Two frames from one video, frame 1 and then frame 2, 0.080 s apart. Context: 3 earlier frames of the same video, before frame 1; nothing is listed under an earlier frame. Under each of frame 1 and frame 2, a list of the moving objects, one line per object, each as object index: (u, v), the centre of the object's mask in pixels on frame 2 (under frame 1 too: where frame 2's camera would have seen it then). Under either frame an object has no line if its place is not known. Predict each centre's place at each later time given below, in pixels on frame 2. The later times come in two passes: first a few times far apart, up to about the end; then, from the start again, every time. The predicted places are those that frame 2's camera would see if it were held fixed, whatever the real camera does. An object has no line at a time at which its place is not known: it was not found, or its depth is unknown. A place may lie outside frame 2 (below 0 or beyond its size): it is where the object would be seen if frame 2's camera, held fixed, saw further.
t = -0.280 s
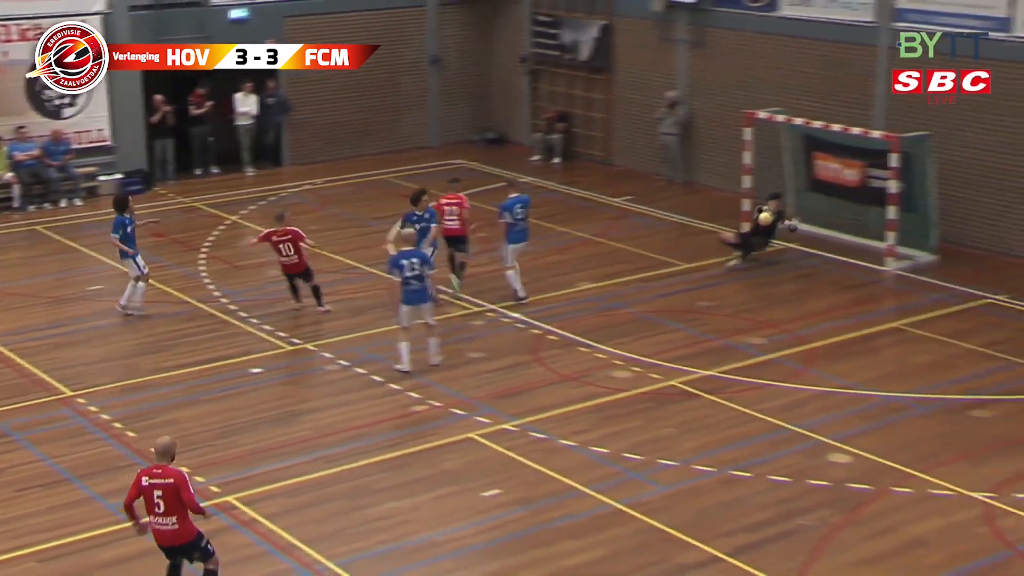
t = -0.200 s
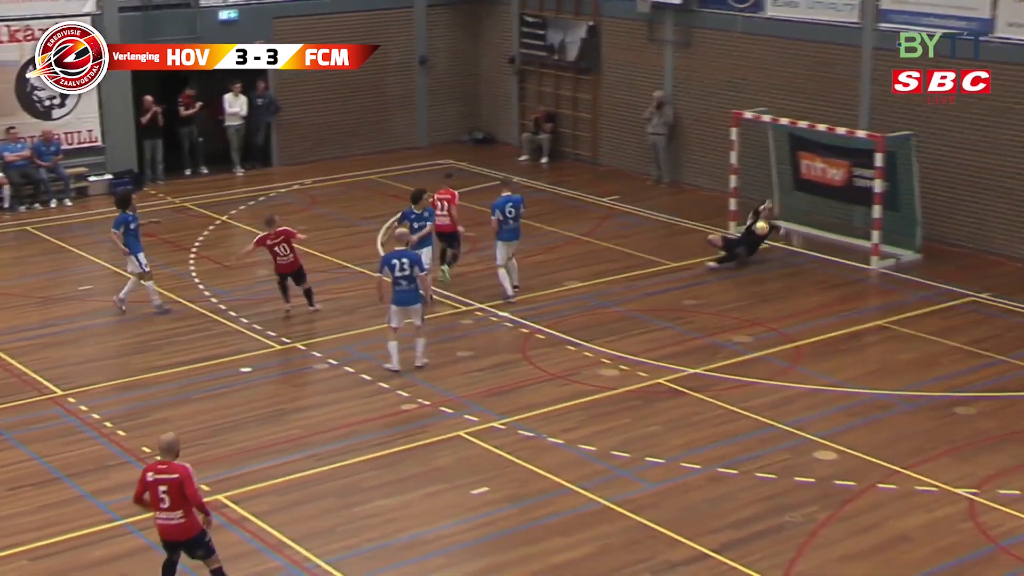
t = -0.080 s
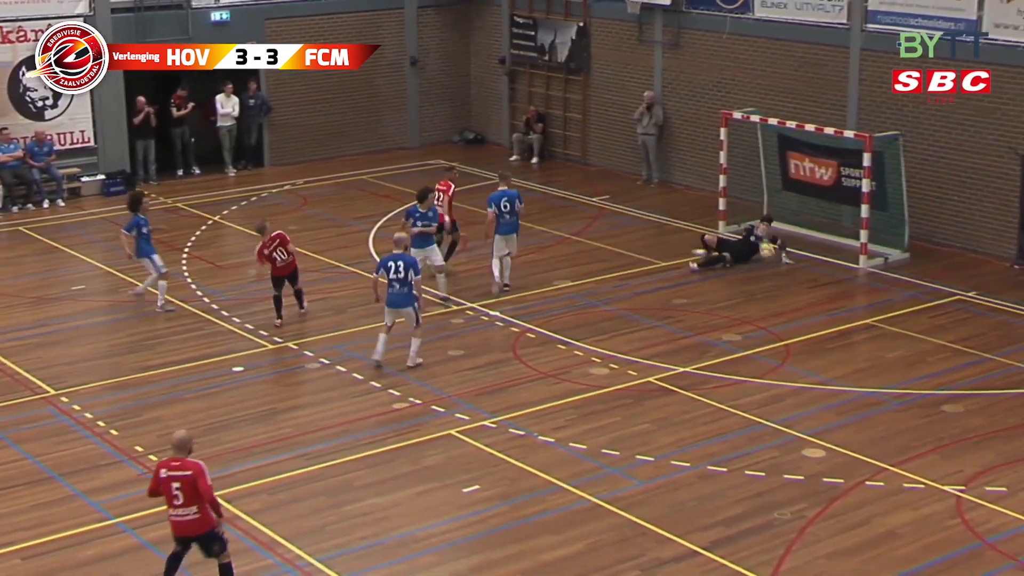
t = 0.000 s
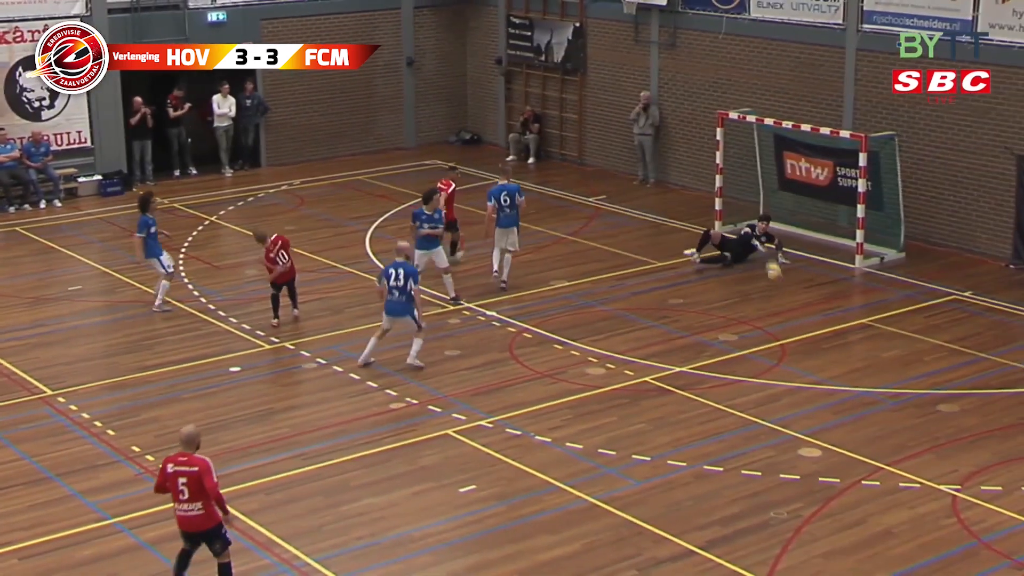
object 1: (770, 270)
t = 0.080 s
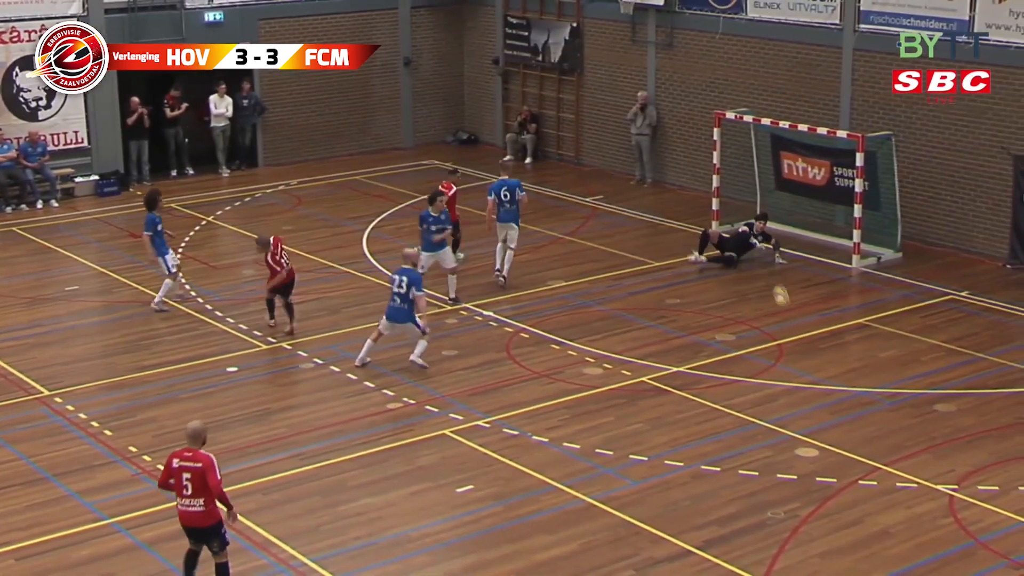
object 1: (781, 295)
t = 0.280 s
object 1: (808, 329)
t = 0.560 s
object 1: (847, 350)
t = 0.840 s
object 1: (888, 379)
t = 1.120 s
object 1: (934, 405)
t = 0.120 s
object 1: (786, 310)
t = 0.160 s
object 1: (792, 326)
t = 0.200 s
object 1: (798, 335)
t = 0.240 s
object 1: (803, 331)
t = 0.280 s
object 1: (808, 329)
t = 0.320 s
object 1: (814, 329)
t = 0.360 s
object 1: (819, 329)
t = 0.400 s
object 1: (825, 331)
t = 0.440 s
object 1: (830, 334)
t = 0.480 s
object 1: (836, 337)
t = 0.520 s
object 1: (842, 343)
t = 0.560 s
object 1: (847, 350)
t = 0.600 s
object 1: (852, 357)
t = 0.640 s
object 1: (858, 368)
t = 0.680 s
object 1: (864, 373)
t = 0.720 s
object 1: (871, 373)
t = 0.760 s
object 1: (876, 374)
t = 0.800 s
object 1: (882, 376)
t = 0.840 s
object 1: (888, 379)
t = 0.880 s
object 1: (894, 385)
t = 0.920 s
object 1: (901, 391)
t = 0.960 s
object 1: (907, 393)
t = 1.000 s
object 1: (913, 396)
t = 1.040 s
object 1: (920, 399)
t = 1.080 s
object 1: (927, 403)
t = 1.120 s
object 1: (934, 405)
